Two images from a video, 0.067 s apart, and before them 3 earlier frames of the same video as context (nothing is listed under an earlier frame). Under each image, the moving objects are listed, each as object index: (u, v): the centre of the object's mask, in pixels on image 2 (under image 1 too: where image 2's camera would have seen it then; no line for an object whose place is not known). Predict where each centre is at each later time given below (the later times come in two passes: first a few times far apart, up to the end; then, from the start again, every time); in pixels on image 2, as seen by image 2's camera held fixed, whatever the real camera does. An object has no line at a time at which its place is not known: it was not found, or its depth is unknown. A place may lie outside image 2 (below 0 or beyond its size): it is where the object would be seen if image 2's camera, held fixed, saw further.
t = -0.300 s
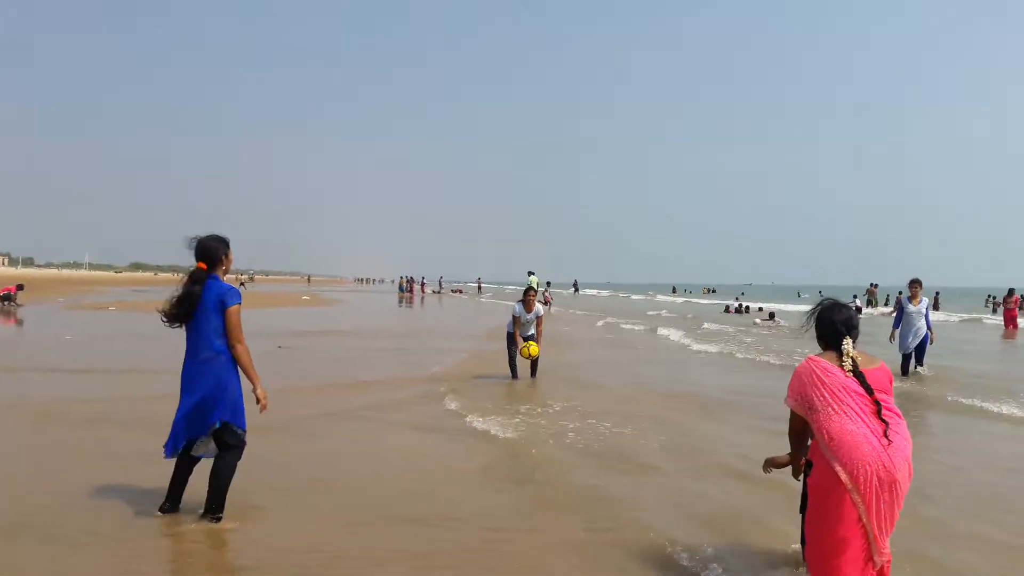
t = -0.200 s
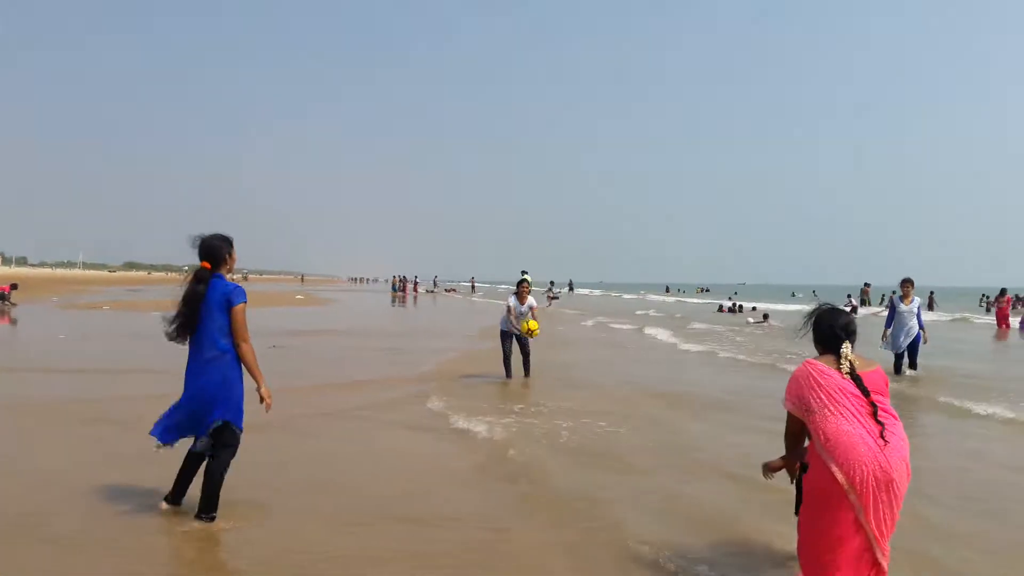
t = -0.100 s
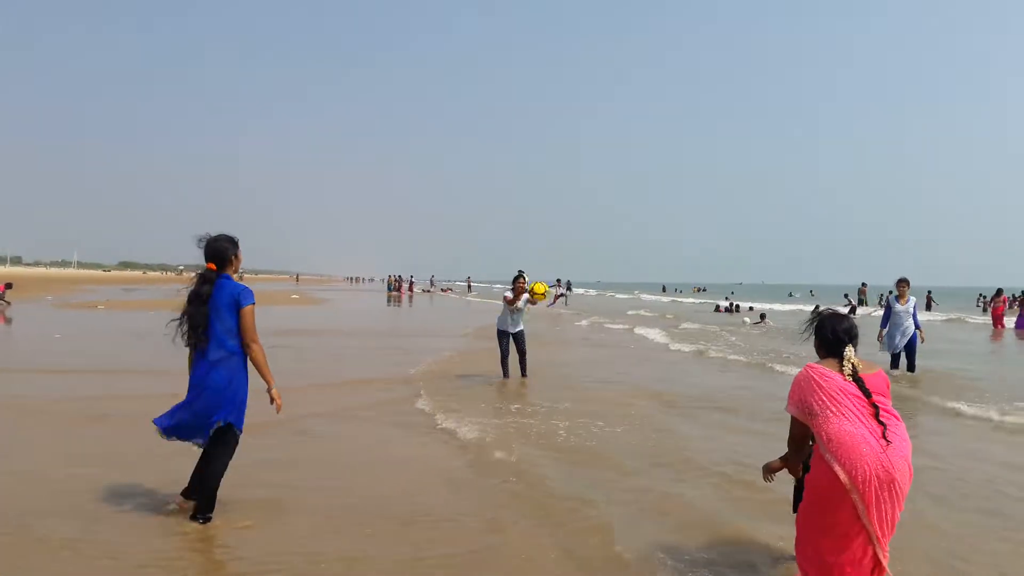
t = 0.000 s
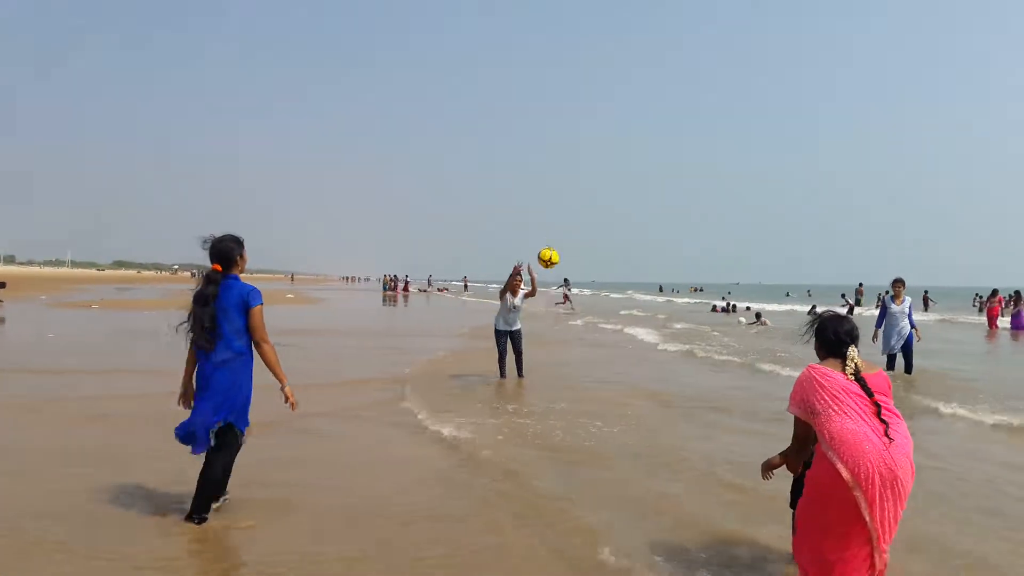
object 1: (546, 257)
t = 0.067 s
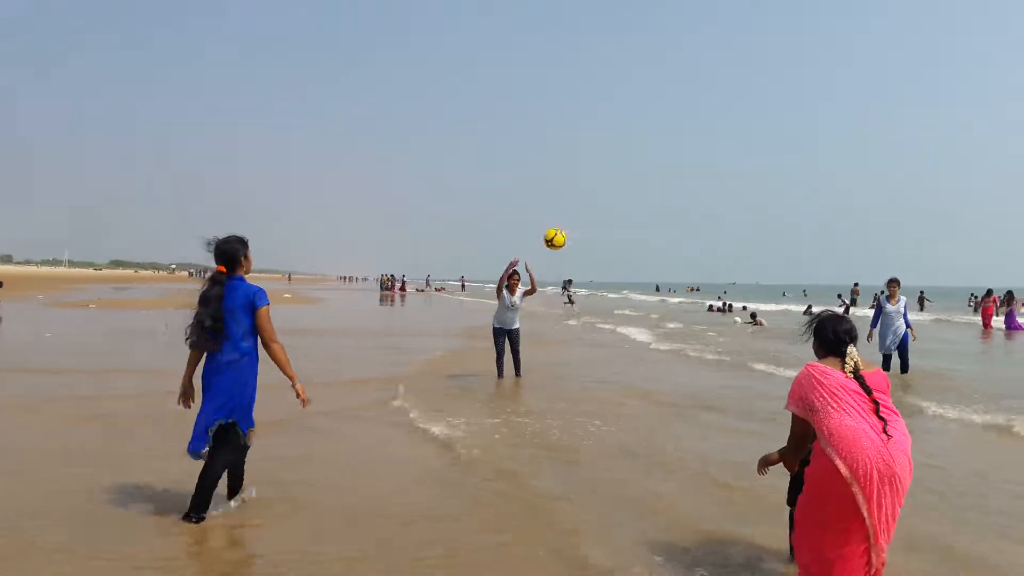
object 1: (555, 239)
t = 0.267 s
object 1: (583, 202)
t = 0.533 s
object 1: (621, 213)
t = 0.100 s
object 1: (559, 231)
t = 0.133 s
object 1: (564, 223)
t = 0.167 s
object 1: (569, 216)
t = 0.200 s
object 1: (573, 210)
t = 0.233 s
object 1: (578, 206)
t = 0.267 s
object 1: (583, 202)
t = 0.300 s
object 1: (588, 198)
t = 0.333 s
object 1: (592, 197)
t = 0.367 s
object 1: (597, 196)
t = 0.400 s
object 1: (602, 197)
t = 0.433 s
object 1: (607, 199)
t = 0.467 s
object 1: (611, 202)
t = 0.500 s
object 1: (616, 207)
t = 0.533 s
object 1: (621, 213)
